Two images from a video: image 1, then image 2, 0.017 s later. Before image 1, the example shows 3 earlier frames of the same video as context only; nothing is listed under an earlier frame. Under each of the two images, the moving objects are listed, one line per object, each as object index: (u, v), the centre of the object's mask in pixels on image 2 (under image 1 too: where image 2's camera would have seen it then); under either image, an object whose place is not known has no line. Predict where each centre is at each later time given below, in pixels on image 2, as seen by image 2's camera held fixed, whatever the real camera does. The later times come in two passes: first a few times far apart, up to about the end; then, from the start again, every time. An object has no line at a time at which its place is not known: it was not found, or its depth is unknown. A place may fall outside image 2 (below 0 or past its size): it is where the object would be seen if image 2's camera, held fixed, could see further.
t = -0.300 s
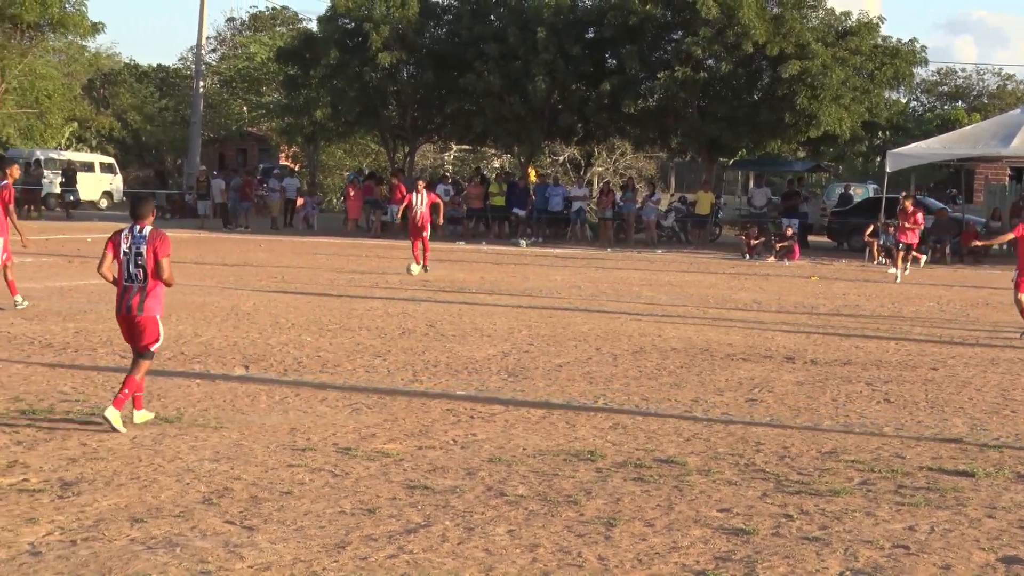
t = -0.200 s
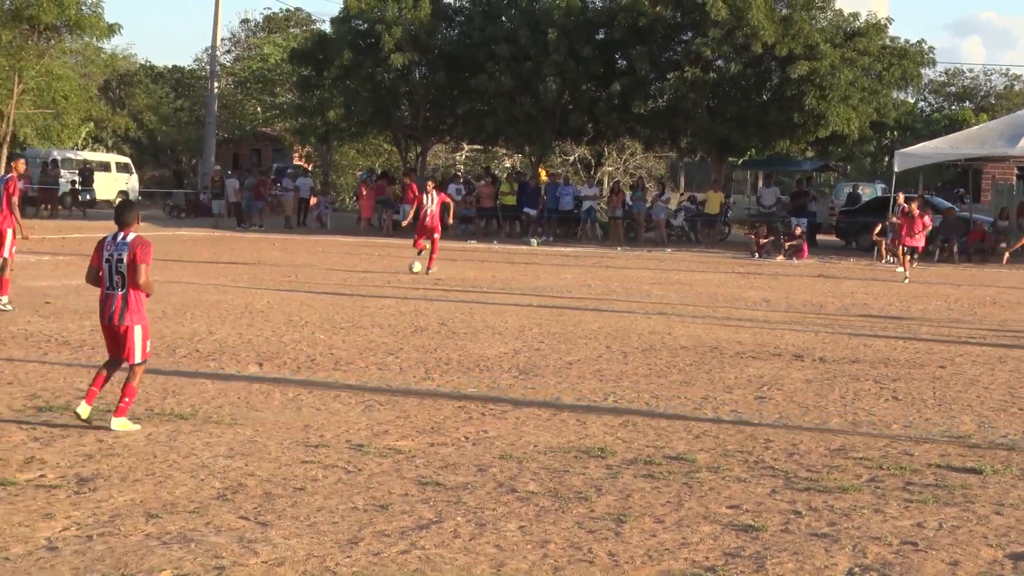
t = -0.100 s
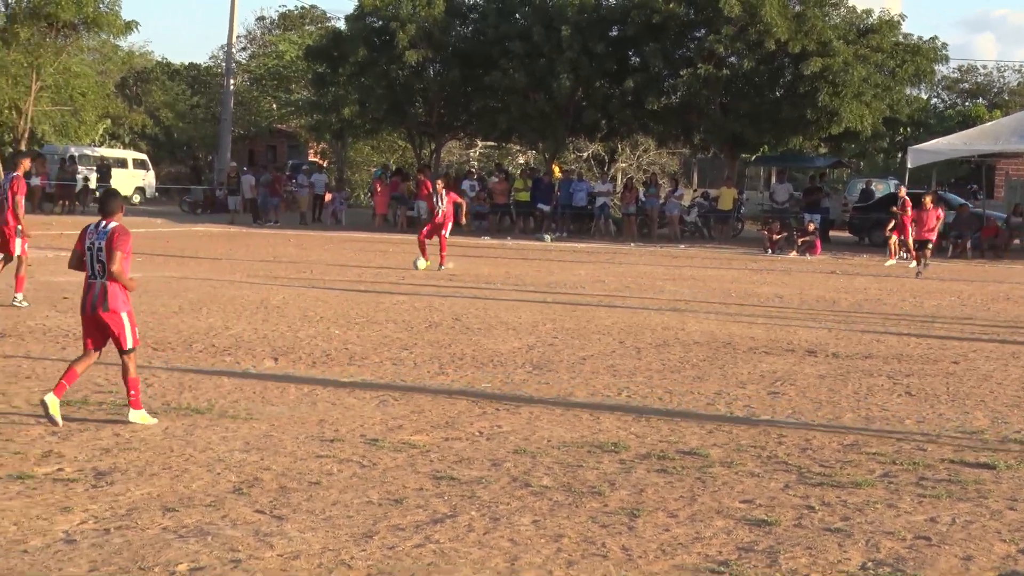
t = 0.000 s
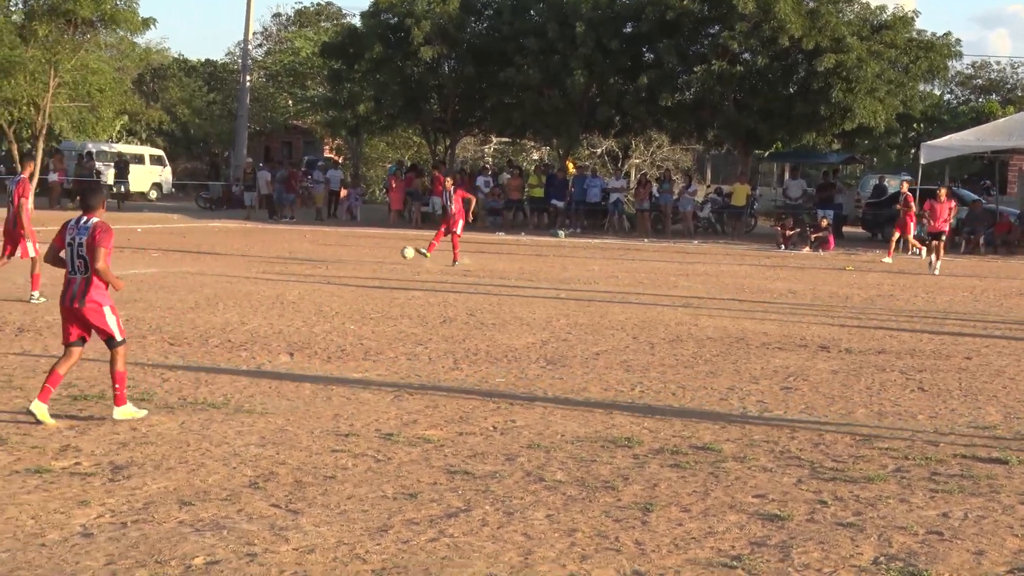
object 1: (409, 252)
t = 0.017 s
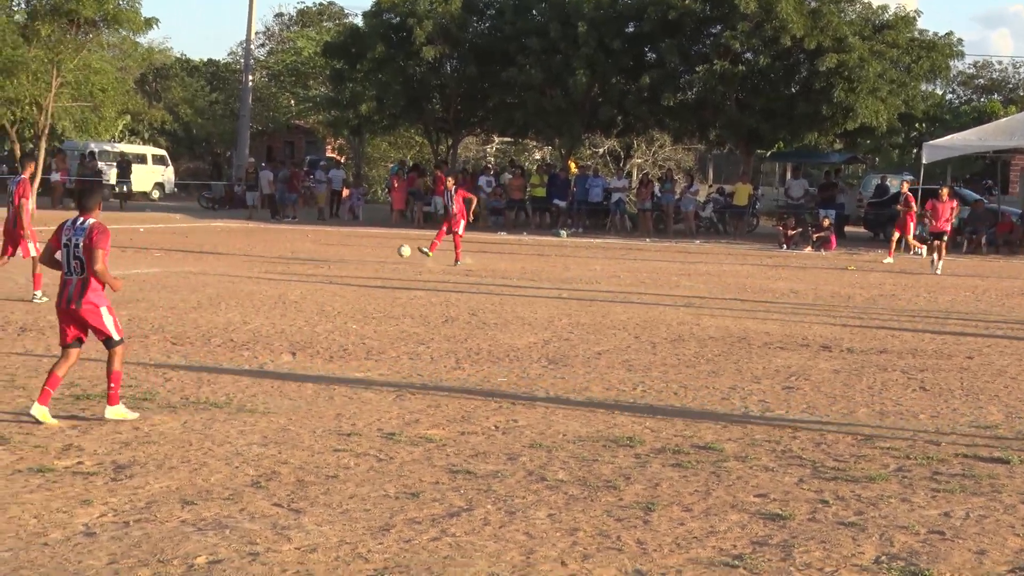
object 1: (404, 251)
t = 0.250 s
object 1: (324, 246)
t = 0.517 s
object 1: (206, 290)
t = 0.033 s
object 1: (399, 250)
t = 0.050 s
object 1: (393, 248)
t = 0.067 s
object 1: (388, 247)
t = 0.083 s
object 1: (383, 247)
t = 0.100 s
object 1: (377, 248)
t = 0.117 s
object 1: (372, 246)
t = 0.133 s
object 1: (366, 246)
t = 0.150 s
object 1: (361, 245)
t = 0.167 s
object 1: (354, 245)
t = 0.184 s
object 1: (348, 245)
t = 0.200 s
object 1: (342, 244)
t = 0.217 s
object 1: (336, 245)
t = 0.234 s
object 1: (330, 245)
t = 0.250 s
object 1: (324, 246)
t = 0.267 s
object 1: (317, 247)
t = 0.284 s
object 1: (311, 248)
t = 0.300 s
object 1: (303, 251)
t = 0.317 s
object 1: (295, 253)
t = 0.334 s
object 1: (288, 256)
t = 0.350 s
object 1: (280, 259)
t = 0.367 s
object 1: (272, 262)
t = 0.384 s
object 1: (265, 265)
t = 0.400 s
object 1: (258, 267)
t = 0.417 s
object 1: (251, 271)
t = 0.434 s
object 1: (244, 274)
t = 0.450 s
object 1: (237, 276)
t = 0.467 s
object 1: (229, 279)
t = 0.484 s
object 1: (222, 282)
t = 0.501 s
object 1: (214, 286)
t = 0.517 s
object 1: (206, 290)
